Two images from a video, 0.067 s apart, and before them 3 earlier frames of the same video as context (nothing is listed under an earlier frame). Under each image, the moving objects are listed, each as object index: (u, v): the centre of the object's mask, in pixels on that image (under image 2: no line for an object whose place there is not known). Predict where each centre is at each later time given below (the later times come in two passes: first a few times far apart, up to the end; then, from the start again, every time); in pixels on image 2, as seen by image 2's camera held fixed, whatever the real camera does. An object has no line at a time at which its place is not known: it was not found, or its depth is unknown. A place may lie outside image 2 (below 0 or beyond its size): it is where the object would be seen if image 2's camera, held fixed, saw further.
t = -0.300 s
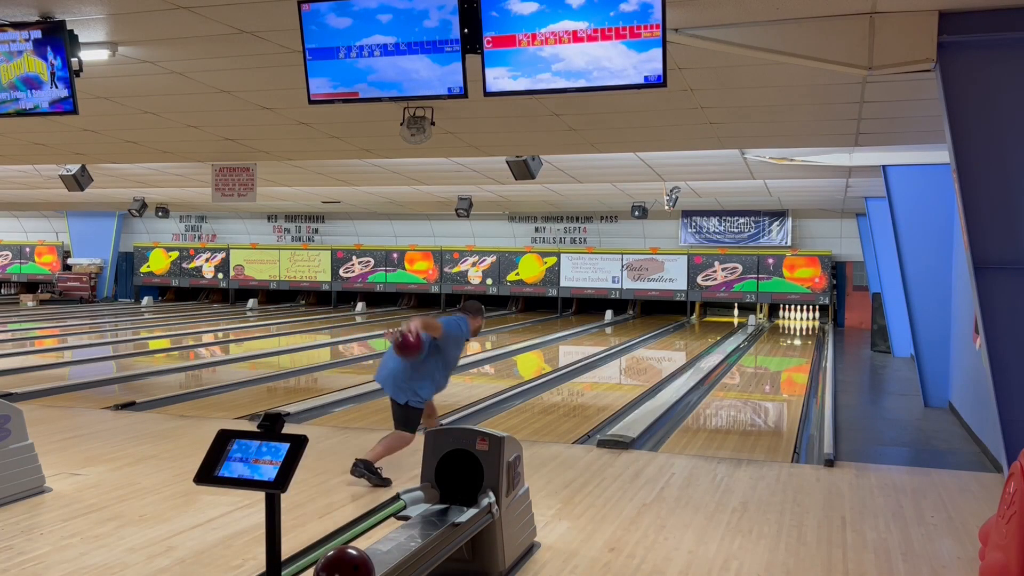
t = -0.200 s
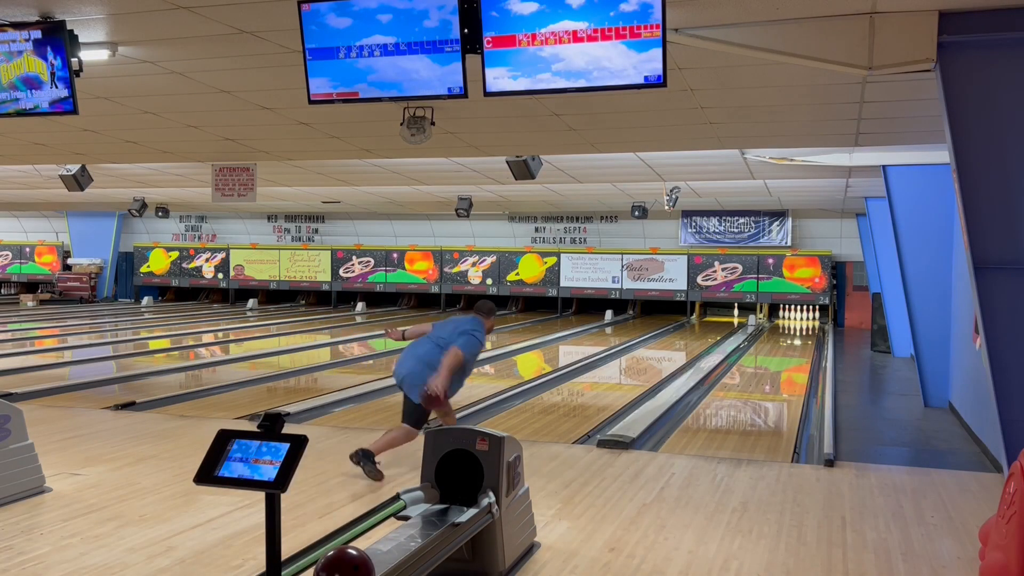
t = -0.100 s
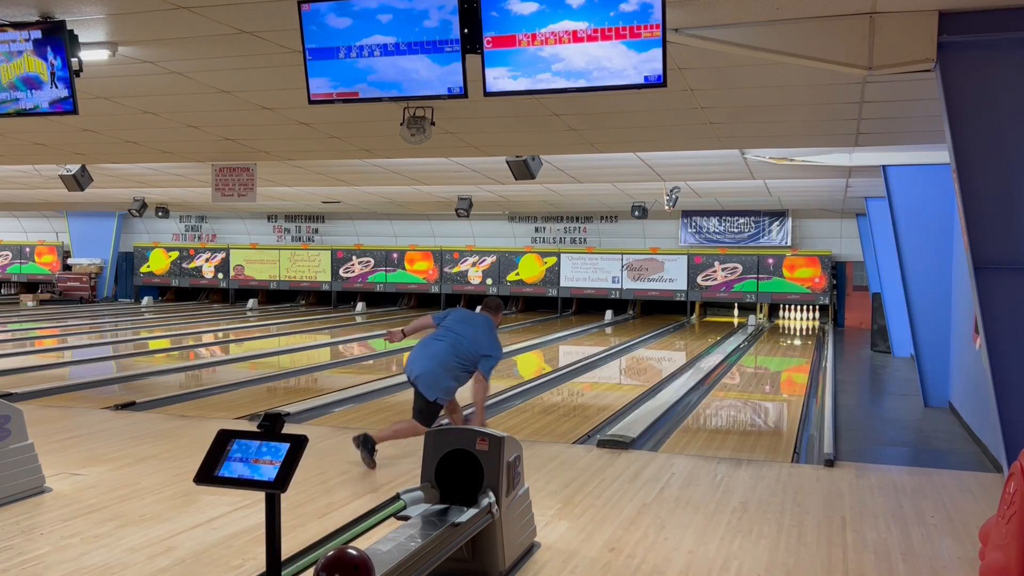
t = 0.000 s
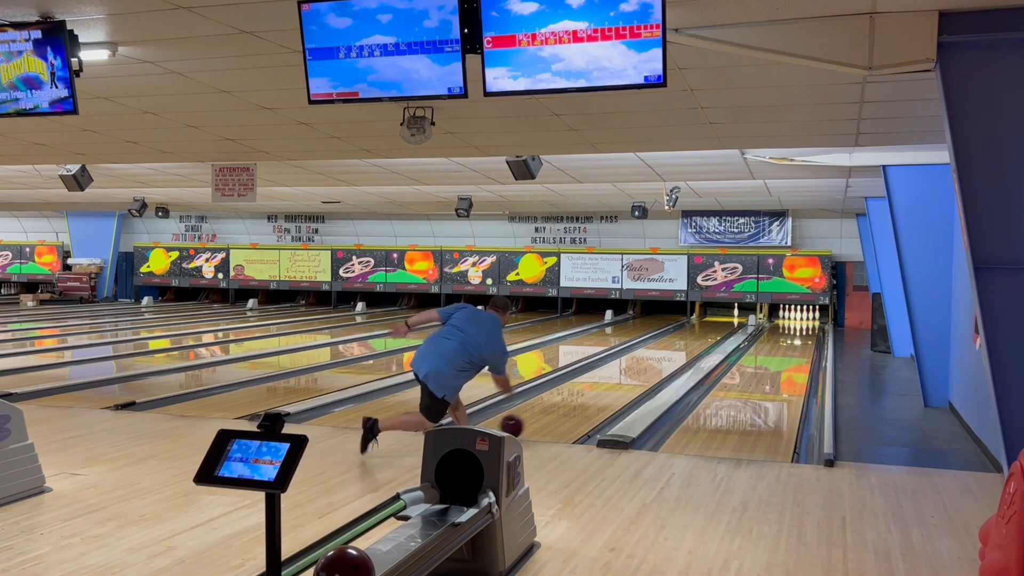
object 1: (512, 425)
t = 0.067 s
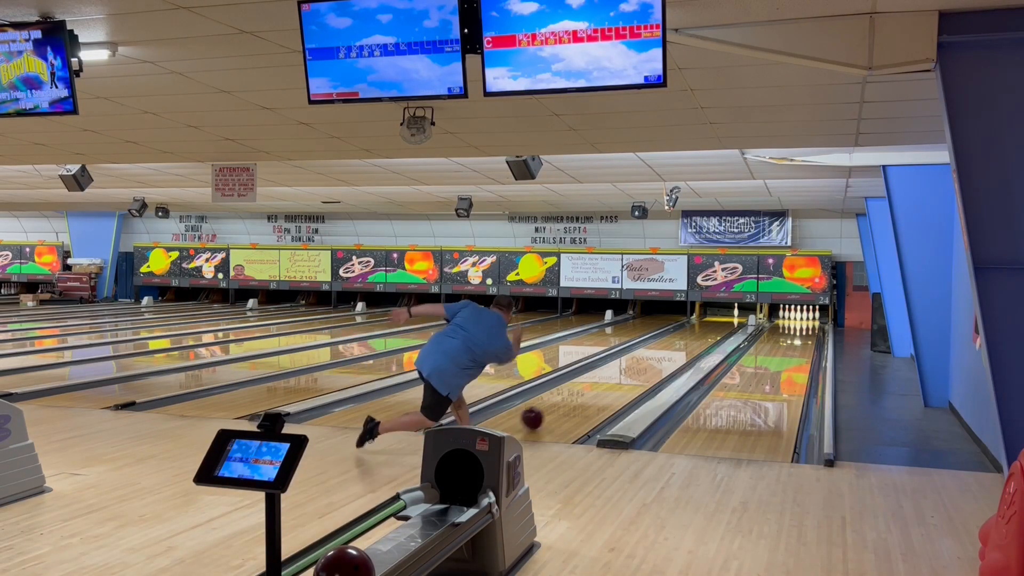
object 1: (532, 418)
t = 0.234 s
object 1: (574, 397)
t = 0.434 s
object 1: (612, 379)
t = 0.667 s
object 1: (645, 364)
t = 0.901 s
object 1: (670, 352)
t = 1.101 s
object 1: (687, 344)
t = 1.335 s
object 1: (702, 336)
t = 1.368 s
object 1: (704, 335)
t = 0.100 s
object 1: (541, 413)
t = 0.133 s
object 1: (550, 409)
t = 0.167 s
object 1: (559, 405)
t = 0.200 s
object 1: (567, 401)
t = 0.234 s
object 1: (574, 397)
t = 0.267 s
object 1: (581, 394)
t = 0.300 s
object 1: (588, 391)
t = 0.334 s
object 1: (594, 388)
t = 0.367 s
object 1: (601, 385)
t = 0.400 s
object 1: (606, 382)
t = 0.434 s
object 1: (612, 379)
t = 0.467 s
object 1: (618, 377)
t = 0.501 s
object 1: (622, 374)
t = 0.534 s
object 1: (627, 372)
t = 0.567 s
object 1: (632, 370)
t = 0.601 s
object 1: (636, 368)
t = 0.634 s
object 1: (641, 366)
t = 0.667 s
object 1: (645, 364)
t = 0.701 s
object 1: (649, 362)
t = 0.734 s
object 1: (653, 360)
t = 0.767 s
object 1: (656, 358)
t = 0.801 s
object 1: (660, 357)
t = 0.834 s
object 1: (663, 355)
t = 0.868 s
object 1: (667, 354)
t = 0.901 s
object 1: (670, 352)
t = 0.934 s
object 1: (673, 350)
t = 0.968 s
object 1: (676, 349)
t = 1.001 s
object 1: (679, 347)
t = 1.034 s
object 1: (681, 346)
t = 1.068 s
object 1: (684, 345)
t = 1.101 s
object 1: (687, 344)
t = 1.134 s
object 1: (689, 342)
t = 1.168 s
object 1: (691, 341)
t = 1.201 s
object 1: (694, 340)
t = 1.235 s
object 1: (696, 339)
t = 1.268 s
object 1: (698, 338)
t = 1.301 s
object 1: (700, 337)
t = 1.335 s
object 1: (702, 336)
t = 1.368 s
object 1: (704, 335)
